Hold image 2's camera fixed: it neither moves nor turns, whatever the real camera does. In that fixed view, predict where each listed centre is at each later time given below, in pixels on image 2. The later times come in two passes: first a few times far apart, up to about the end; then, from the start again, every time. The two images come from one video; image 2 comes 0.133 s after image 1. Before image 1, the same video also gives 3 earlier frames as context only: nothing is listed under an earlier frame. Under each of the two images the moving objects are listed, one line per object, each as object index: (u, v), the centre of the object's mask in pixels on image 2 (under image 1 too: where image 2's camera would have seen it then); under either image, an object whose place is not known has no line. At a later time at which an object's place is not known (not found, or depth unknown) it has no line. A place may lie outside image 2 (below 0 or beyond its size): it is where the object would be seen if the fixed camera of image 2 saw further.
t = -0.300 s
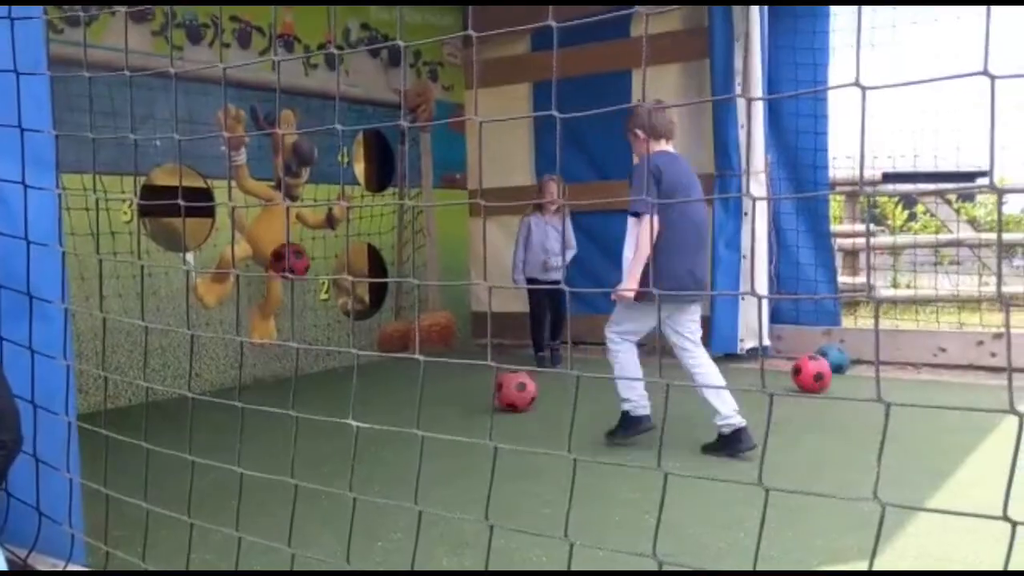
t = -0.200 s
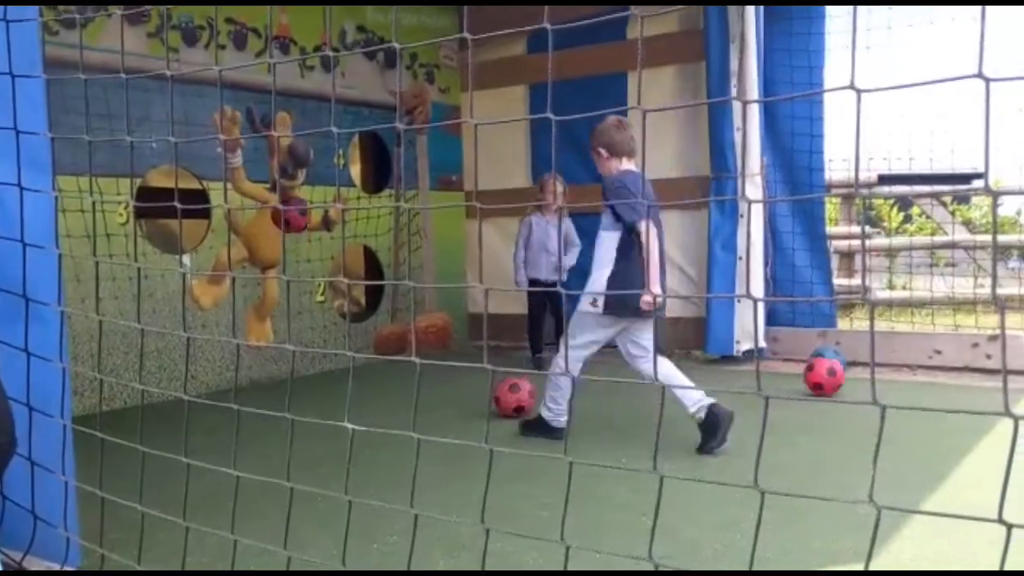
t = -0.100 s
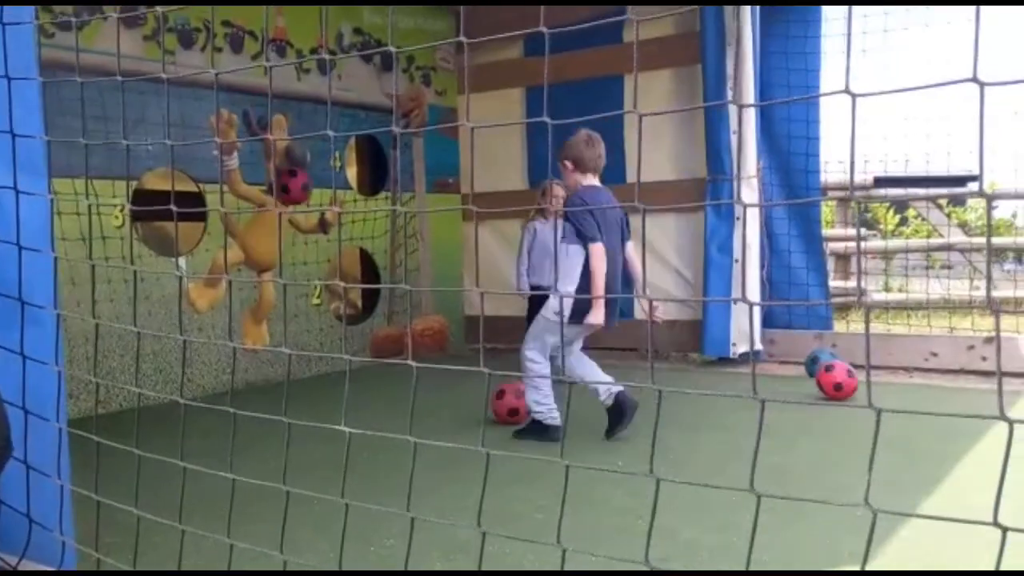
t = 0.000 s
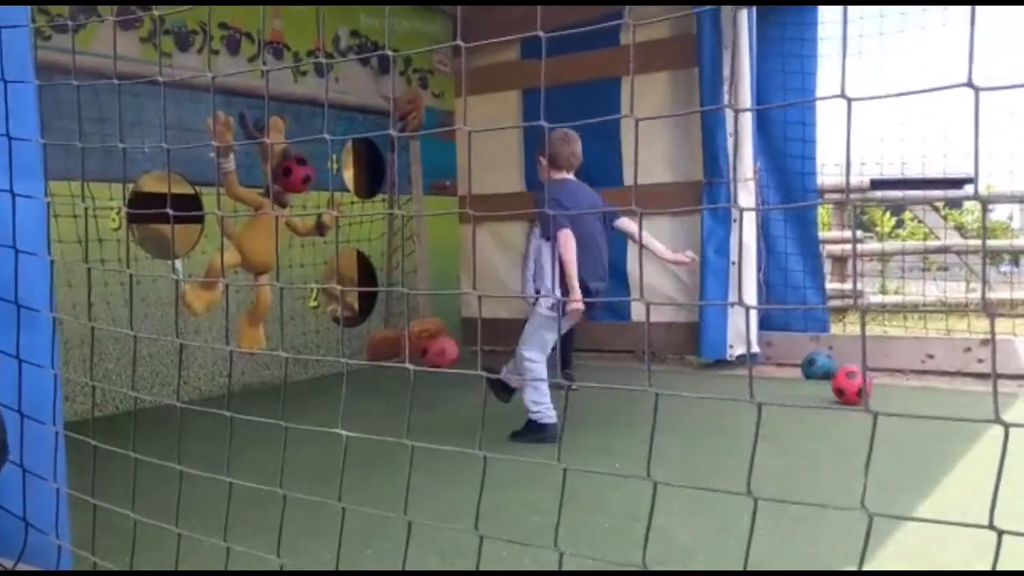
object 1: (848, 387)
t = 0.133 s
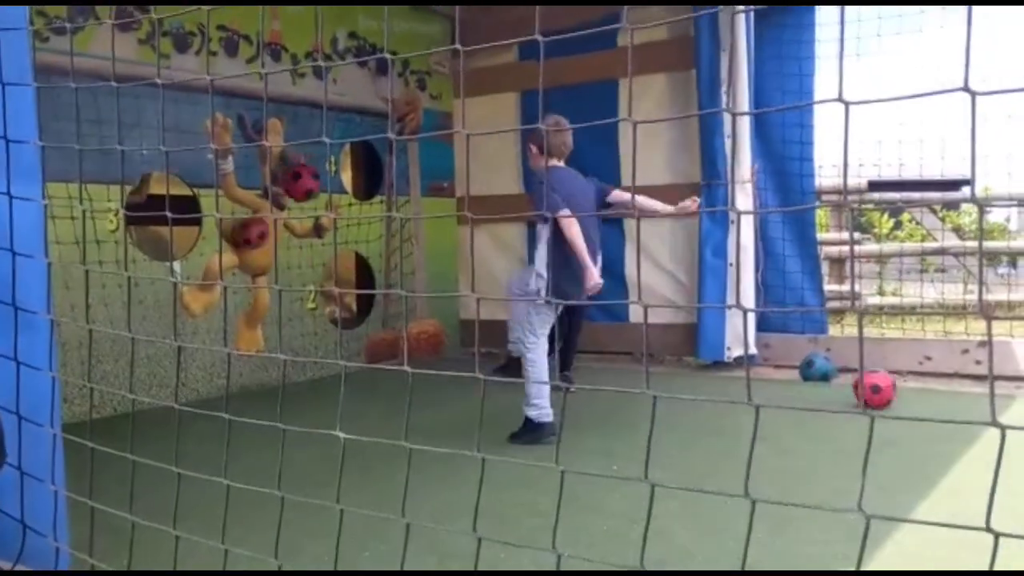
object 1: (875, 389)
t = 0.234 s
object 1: (894, 391)
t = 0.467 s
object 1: (939, 395)
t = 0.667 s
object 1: (977, 397)
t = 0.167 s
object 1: (882, 389)
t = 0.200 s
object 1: (888, 391)
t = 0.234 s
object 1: (894, 391)
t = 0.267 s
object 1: (901, 392)
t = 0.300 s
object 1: (907, 391)
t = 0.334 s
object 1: (914, 392)
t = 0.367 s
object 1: (920, 393)
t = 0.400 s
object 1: (926, 394)
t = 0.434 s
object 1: (933, 394)
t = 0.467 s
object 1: (939, 395)
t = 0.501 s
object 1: (945, 395)
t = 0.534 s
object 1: (951, 396)
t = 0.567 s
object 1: (957, 396)
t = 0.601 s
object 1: (963, 397)
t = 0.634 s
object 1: (968, 397)
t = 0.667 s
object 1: (977, 397)
